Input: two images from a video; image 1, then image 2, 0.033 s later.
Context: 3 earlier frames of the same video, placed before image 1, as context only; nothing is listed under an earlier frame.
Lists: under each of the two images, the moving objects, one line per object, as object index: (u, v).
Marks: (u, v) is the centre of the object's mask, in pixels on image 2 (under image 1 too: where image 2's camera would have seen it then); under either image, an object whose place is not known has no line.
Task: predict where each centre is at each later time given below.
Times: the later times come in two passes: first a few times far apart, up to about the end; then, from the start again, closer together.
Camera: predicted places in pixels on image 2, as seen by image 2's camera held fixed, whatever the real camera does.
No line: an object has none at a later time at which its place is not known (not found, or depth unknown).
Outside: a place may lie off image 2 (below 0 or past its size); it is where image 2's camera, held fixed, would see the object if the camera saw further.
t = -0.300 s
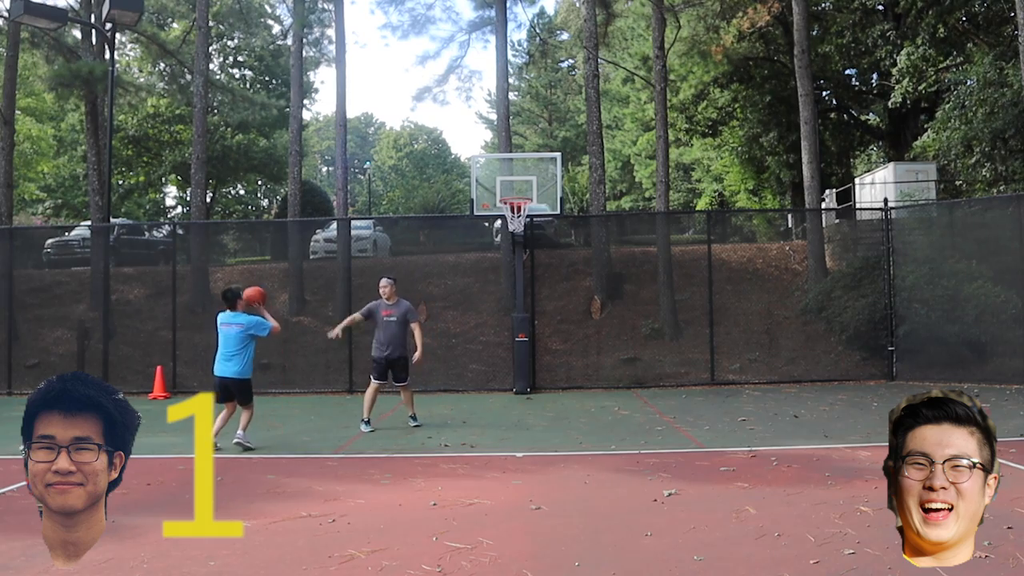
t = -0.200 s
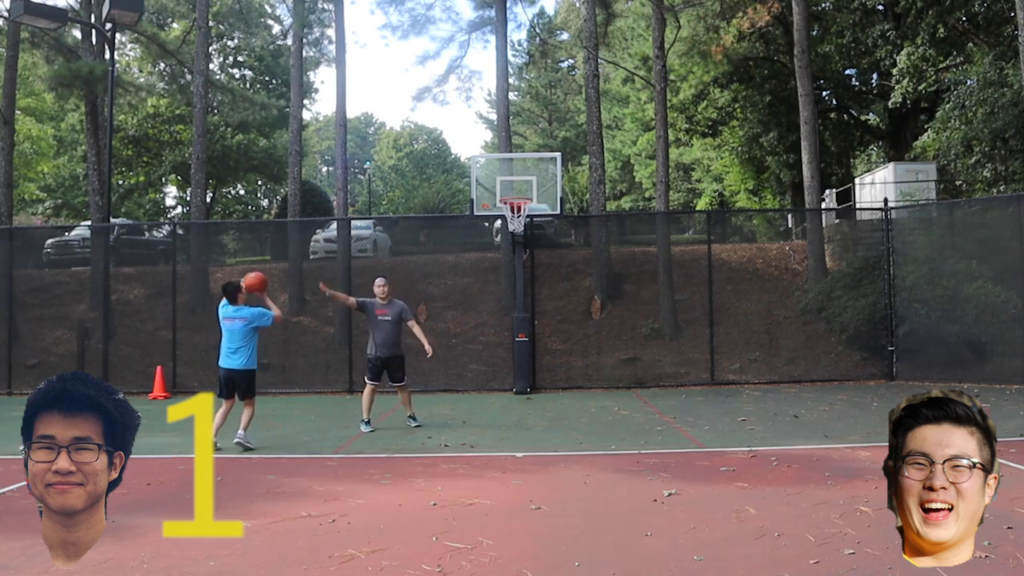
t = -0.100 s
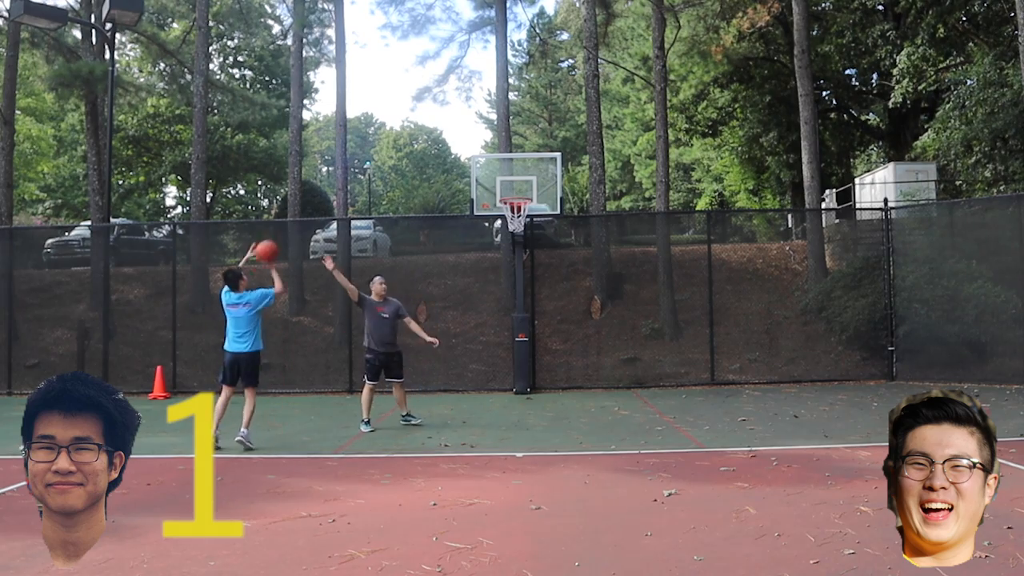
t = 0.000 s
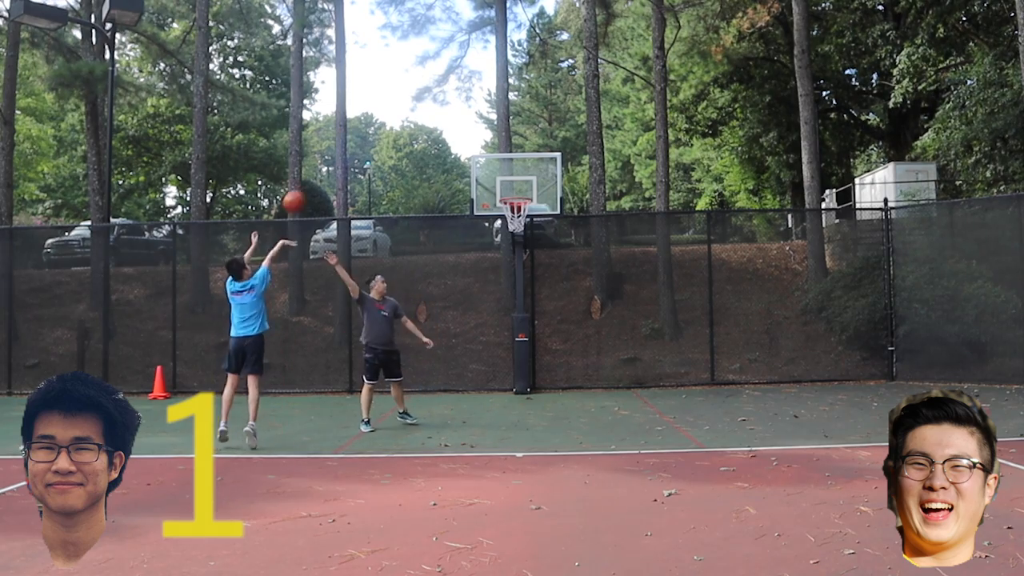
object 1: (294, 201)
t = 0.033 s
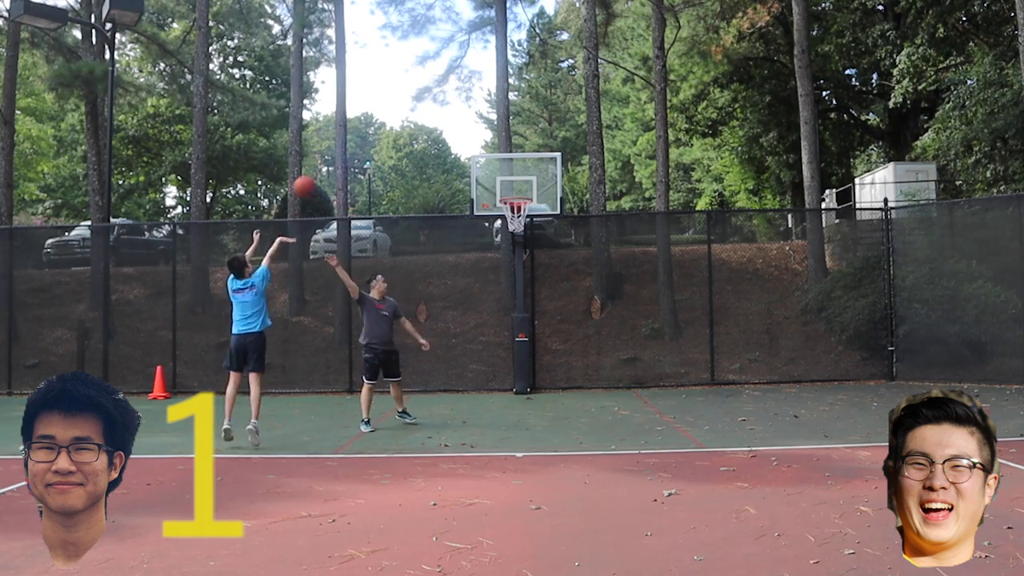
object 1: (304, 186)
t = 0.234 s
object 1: (359, 122)
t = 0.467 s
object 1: (415, 95)
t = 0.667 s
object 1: (456, 104)
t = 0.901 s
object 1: (499, 146)
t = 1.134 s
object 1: (535, 195)
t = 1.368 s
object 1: (557, 203)
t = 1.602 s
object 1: (581, 248)
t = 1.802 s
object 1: (604, 319)
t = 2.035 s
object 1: (627, 376)
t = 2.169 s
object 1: (635, 332)
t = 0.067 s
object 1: (313, 172)
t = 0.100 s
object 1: (324, 159)
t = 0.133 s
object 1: (333, 148)
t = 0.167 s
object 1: (342, 138)
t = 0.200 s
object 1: (350, 130)
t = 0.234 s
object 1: (359, 122)
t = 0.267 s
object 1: (368, 116)
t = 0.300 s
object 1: (376, 110)
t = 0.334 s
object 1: (384, 105)
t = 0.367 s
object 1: (392, 101)
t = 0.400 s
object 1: (400, 98)
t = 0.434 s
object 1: (407, 96)
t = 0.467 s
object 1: (415, 95)
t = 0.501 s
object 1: (422, 94)
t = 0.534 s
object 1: (429, 95)
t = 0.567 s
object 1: (436, 96)
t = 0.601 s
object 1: (442, 98)
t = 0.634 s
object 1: (449, 100)
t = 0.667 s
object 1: (456, 104)
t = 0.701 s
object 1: (463, 108)
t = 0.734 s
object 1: (469, 112)
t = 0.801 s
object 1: (481, 123)
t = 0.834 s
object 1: (488, 130)
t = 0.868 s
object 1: (494, 138)
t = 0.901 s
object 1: (499, 146)
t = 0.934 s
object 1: (505, 154)
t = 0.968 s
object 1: (510, 164)
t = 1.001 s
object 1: (516, 173)
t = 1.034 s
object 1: (521, 184)
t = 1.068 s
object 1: (527, 194)
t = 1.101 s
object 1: (532, 197)
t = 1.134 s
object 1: (535, 195)
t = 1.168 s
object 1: (537, 195)
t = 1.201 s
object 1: (540, 195)
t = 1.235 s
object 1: (544, 195)
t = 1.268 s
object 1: (547, 196)
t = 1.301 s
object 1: (550, 198)
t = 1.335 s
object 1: (553, 200)
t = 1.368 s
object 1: (557, 203)
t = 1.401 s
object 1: (561, 208)
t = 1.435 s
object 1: (563, 212)
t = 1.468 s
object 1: (567, 218)
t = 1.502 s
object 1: (571, 225)
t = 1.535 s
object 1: (574, 232)
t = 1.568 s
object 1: (578, 240)
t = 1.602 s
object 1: (581, 248)
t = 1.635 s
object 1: (585, 258)
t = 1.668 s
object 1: (589, 268)
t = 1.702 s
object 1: (593, 280)
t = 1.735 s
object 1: (596, 292)
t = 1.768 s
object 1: (600, 305)
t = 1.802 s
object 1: (604, 319)
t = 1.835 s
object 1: (608, 334)
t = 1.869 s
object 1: (612, 349)
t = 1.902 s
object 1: (616, 366)
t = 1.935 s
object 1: (619, 384)
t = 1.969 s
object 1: (624, 402)
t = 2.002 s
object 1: (626, 389)
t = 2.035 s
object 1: (627, 376)
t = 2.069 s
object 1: (629, 363)
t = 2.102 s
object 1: (631, 352)
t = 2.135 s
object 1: (633, 342)
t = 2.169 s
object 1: (635, 332)
